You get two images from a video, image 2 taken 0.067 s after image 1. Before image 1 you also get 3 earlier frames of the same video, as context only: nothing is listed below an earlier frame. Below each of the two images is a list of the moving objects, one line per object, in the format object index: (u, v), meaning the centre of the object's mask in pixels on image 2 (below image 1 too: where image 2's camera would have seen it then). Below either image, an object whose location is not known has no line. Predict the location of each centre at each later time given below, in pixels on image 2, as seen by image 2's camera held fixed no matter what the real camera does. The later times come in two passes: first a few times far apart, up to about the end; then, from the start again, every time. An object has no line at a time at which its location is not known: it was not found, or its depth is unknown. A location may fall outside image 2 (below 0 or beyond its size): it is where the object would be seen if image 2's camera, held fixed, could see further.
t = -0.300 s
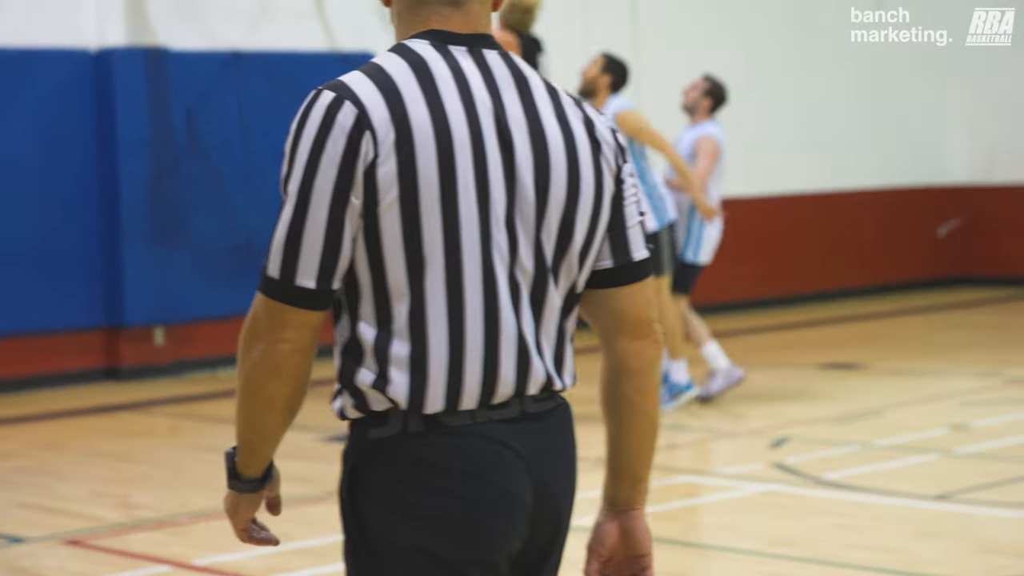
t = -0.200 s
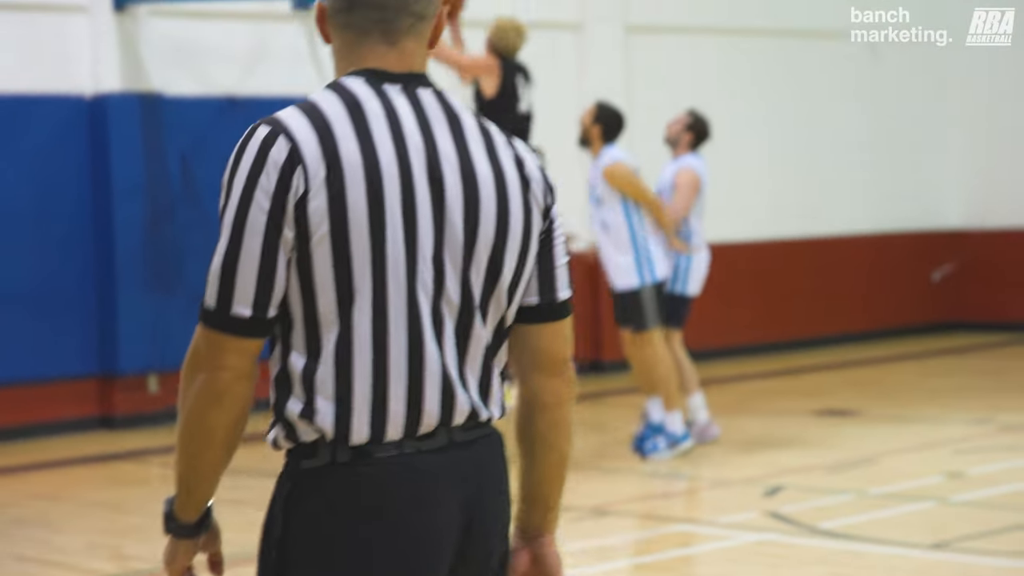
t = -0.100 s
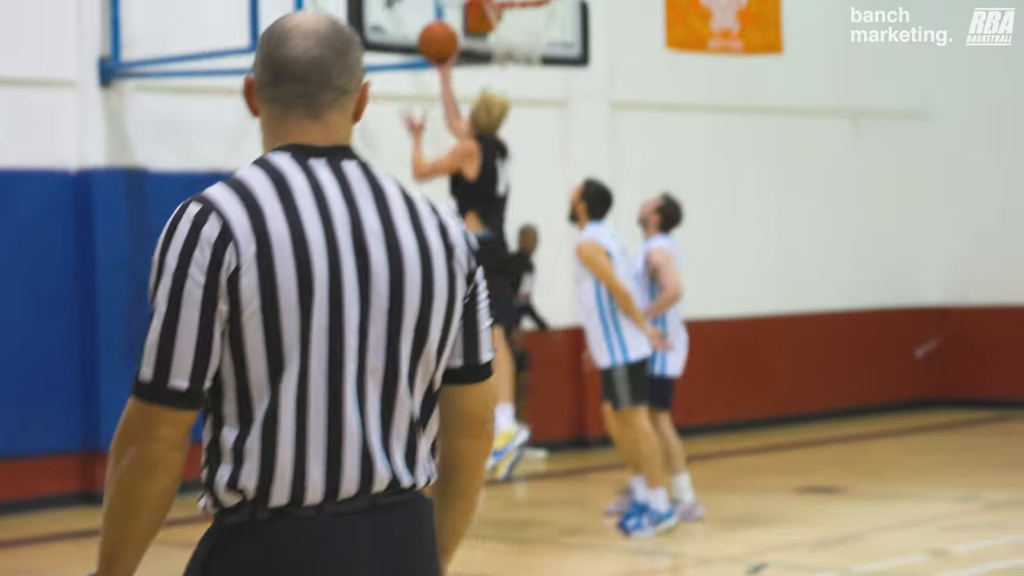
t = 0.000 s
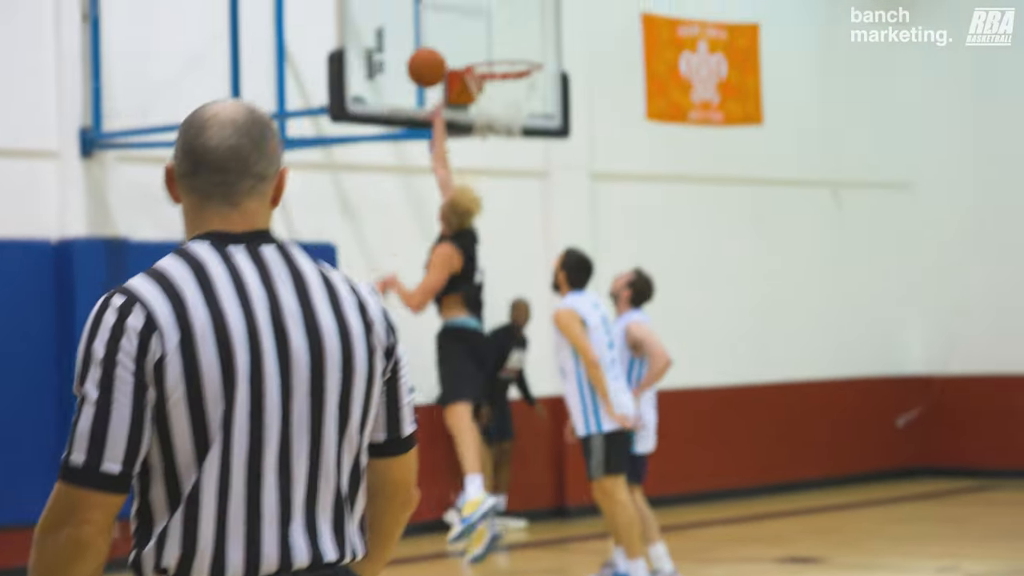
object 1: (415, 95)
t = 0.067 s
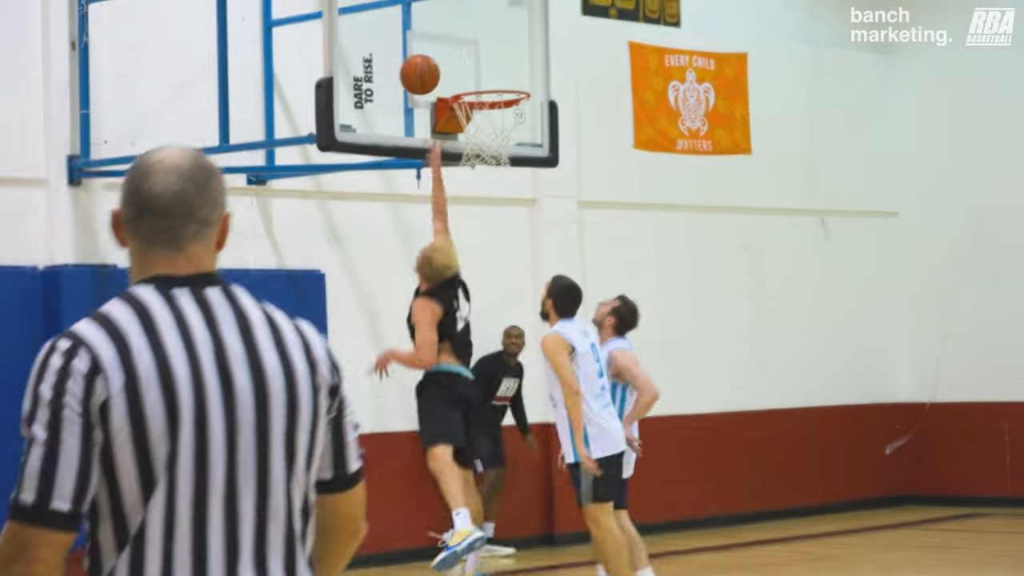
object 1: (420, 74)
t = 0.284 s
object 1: (456, 58)
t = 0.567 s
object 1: (504, 104)
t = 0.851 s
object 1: (462, 151)
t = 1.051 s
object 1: (444, 226)
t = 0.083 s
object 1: (421, 70)
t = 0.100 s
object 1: (422, 67)
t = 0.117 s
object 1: (423, 63)
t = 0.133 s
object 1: (424, 61)
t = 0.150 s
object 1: (426, 59)
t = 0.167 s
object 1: (430, 57)
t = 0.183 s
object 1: (434, 56)
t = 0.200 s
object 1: (437, 55)
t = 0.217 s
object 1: (441, 55)
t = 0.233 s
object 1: (445, 55)
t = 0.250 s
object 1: (449, 56)
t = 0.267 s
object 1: (453, 57)
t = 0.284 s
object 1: (456, 58)
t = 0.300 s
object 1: (460, 60)
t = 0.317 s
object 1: (464, 62)
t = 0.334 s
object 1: (468, 65)
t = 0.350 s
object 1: (472, 69)
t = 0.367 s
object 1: (476, 72)
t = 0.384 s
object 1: (479, 75)
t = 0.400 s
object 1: (483, 81)
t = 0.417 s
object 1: (487, 83)
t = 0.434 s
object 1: (491, 91)
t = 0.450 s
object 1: (494, 92)
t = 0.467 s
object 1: (497, 93)
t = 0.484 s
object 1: (499, 94)
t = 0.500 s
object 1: (502, 95)
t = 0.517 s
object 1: (504, 97)
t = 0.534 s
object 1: (507, 100)
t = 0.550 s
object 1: (507, 102)
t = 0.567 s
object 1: (504, 104)
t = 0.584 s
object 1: (501, 108)
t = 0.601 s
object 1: (497, 112)
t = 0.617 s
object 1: (494, 115)
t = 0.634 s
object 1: (491, 120)
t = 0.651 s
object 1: (489, 124)
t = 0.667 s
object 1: (486, 129)
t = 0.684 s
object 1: (482, 132)
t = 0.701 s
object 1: (479, 135)
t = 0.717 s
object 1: (477, 136)
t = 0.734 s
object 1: (474, 137)
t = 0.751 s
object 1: (473, 139)
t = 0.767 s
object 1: (471, 140)
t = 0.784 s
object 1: (469, 141)
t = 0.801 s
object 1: (467, 142)
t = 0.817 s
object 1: (465, 145)
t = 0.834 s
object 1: (464, 148)
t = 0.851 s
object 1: (462, 151)
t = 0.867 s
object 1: (461, 156)
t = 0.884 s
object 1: (460, 160)
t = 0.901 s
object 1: (458, 165)
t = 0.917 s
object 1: (456, 170)
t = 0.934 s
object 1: (455, 175)
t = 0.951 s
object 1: (454, 181)
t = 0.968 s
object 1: (452, 188)
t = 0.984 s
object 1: (450, 195)
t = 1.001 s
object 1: (449, 202)
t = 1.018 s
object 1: (447, 210)
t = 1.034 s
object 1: (446, 218)
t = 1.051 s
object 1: (444, 226)
